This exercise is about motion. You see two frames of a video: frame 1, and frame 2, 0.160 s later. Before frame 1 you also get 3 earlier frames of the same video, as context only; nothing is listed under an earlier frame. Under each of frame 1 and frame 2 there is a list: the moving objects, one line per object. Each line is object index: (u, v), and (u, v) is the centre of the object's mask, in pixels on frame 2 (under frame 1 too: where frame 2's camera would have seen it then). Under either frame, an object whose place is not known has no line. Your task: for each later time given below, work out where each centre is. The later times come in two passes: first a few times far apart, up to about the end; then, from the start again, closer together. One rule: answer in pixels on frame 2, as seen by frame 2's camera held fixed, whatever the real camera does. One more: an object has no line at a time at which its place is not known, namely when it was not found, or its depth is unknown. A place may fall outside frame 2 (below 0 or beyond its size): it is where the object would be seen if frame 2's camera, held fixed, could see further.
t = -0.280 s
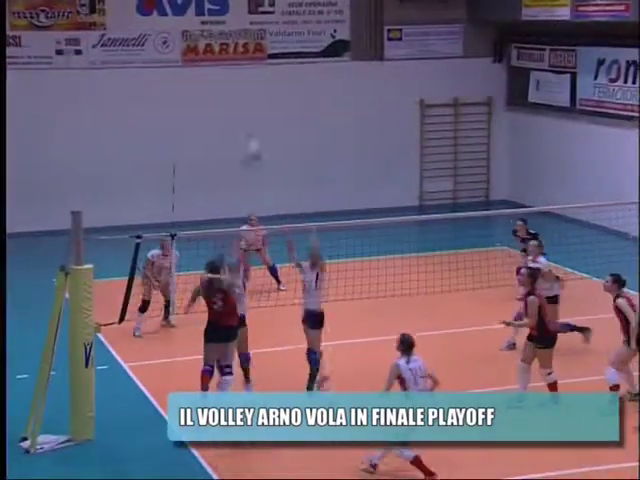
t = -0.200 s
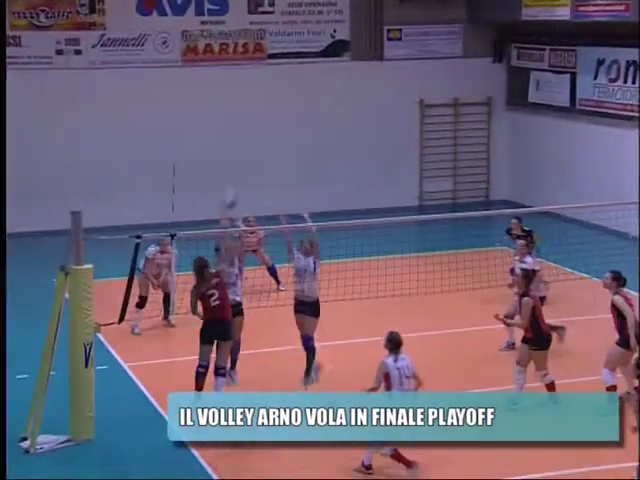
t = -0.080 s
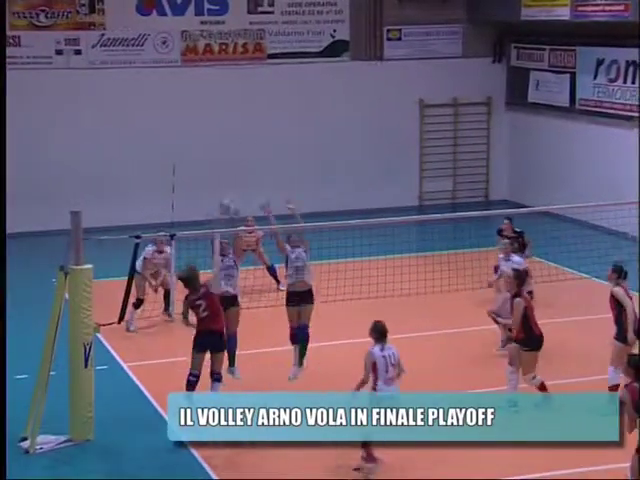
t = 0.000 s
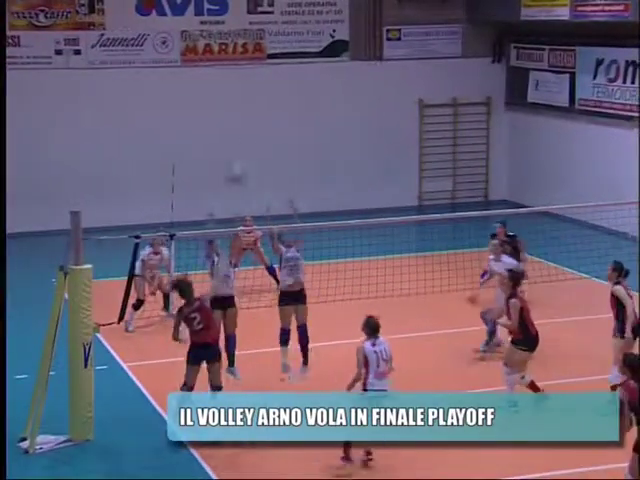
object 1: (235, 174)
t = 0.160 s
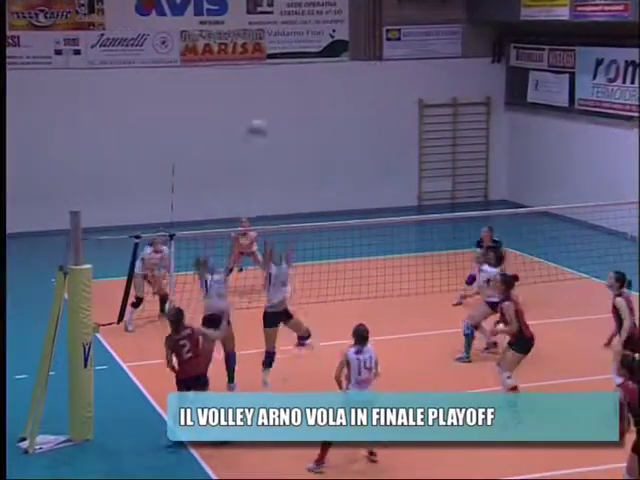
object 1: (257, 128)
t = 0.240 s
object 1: (265, 113)
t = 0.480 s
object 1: (297, 99)
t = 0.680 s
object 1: (321, 123)
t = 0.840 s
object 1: (343, 168)
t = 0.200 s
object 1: (259, 120)
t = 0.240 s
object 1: (265, 113)
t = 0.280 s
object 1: (272, 107)
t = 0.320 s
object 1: (276, 102)
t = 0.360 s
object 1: (281, 98)
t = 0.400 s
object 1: (286, 98)
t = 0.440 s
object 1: (291, 98)
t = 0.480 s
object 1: (297, 99)
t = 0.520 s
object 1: (302, 101)
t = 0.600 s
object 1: (313, 110)
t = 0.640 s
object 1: (317, 116)
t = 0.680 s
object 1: (321, 123)
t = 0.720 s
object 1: (326, 132)
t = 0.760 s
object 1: (334, 143)
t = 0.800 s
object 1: (335, 153)
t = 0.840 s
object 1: (343, 168)
